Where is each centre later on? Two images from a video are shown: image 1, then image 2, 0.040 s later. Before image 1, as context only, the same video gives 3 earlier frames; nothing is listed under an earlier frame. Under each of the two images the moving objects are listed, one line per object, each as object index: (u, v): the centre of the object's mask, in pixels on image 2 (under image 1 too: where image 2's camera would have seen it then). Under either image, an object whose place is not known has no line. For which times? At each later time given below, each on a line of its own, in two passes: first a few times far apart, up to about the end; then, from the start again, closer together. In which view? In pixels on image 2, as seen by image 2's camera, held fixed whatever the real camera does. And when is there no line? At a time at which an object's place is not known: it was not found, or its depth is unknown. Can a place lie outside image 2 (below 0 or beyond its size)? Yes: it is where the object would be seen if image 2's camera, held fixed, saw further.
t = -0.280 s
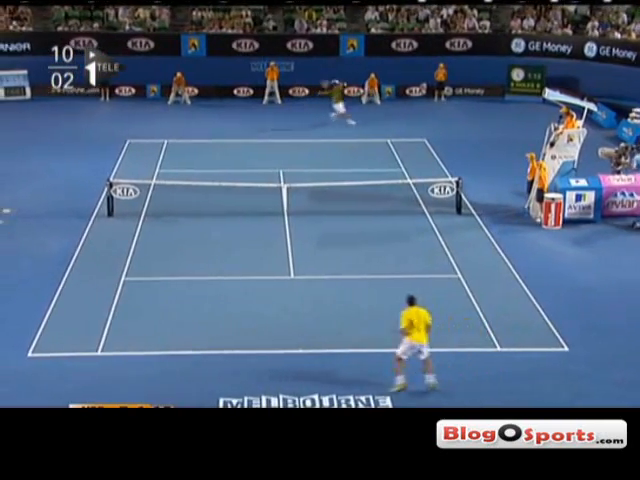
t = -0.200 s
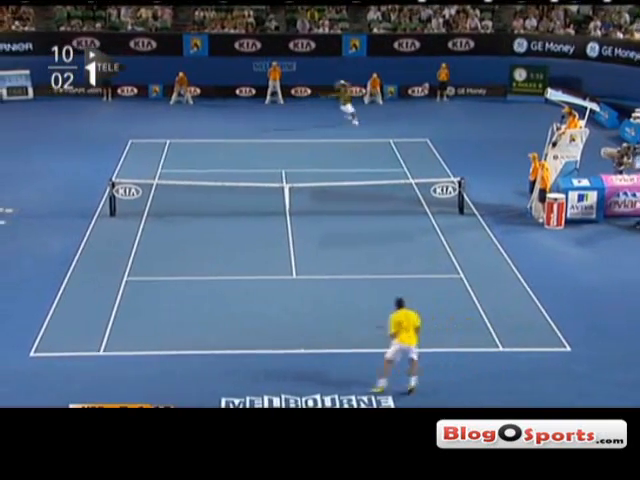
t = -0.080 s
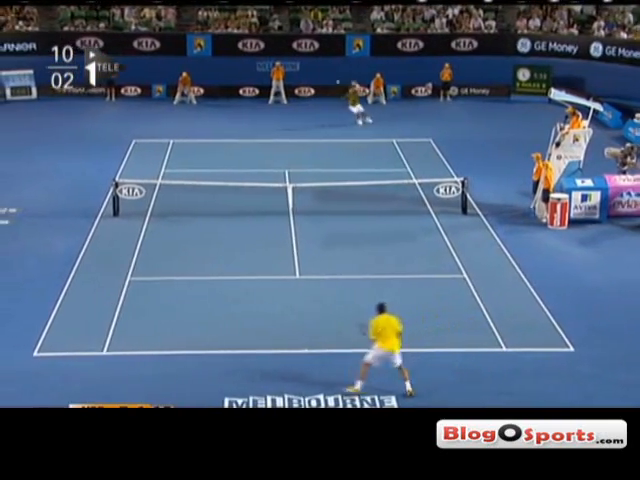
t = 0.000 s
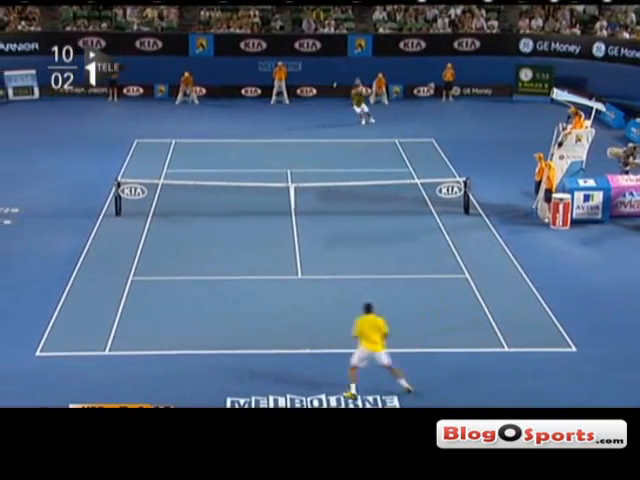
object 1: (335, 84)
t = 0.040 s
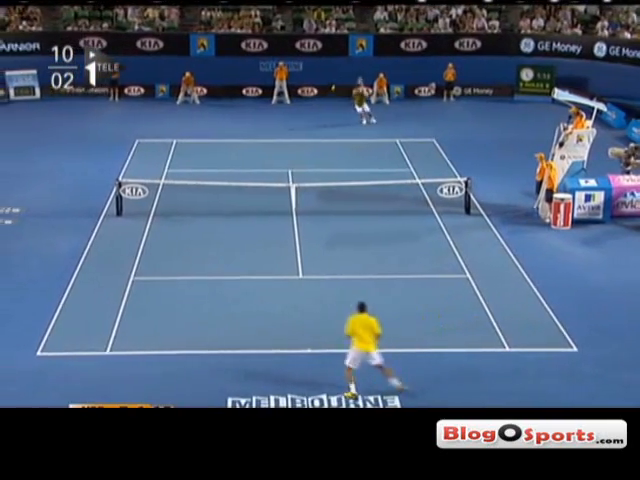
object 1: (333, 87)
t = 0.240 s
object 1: (318, 111)
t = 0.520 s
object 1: (297, 174)
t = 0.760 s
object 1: (279, 250)
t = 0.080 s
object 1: (330, 91)
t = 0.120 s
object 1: (327, 94)
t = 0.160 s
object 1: (324, 100)
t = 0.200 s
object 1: (321, 104)
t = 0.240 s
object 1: (318, 111)
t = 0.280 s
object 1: (315, 117)
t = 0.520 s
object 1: (297, 174)
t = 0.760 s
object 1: (279, 250)
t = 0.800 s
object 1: (276, 245)
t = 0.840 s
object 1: (274, 240)
